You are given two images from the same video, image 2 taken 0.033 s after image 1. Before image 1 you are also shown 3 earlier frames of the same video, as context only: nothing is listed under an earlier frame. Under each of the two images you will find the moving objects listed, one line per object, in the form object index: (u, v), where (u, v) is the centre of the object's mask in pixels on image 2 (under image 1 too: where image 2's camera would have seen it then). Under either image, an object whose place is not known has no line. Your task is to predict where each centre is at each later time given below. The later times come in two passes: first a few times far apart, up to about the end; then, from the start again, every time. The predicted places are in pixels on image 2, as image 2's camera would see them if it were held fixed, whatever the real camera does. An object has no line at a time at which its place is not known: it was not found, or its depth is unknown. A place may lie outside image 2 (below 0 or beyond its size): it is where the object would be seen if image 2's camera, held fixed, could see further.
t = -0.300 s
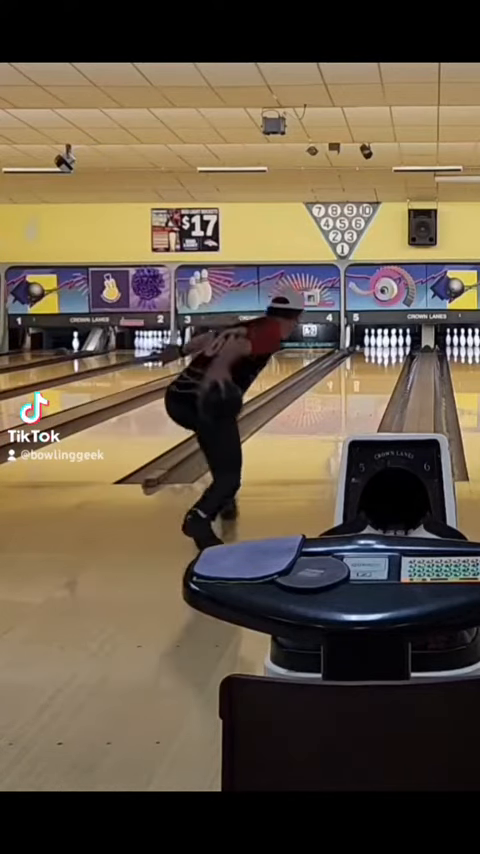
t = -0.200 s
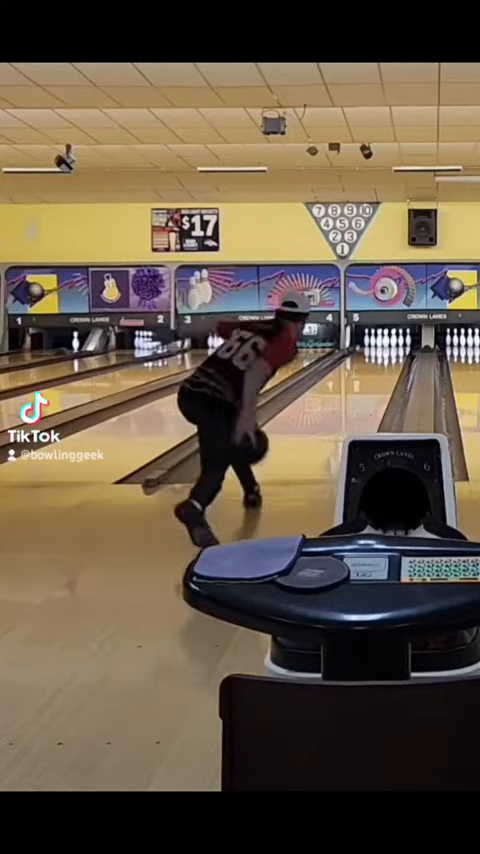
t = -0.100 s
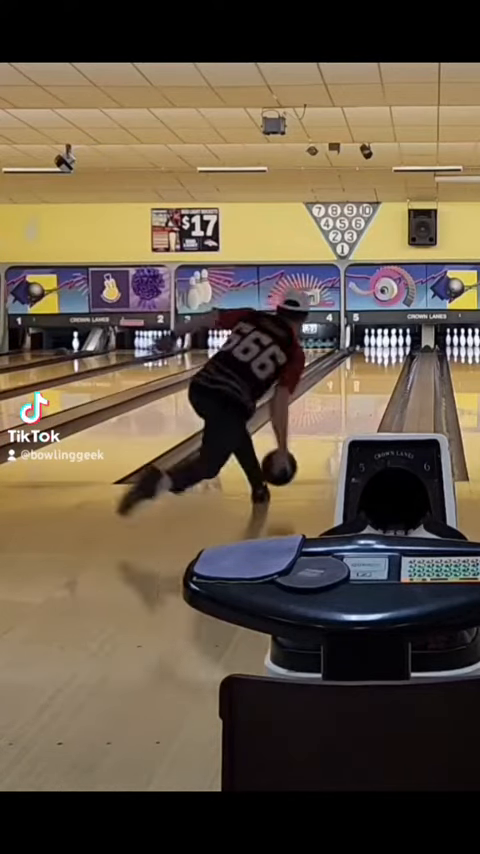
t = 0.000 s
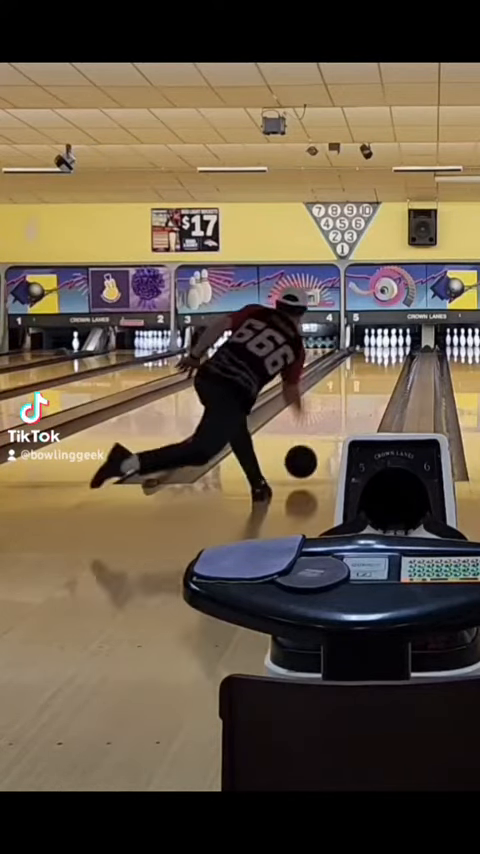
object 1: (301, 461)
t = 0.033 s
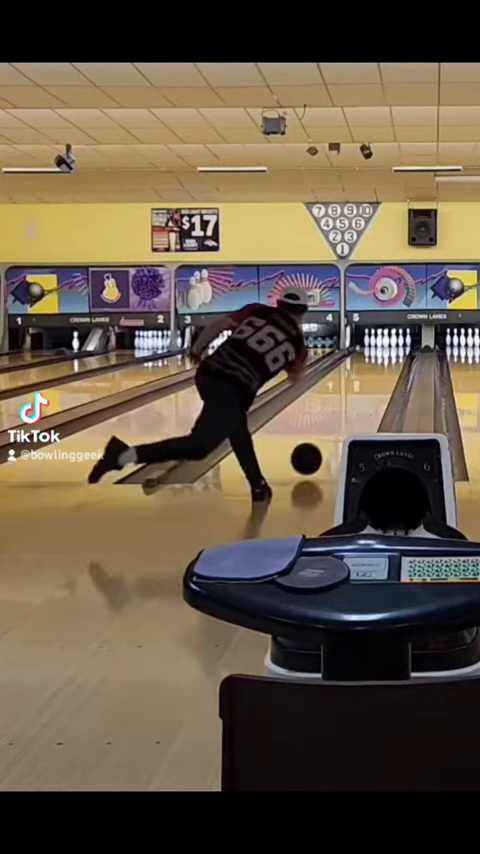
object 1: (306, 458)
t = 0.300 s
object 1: (339, 424)
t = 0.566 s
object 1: (360, 400)
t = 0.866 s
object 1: (376, 382)
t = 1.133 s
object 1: (384, 371)
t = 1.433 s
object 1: (390, 360)
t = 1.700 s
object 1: (393, 353)
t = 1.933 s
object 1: (393, 348)
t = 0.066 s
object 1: (311, 456)
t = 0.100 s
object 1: (316, 451)
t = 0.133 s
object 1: (321, 446)
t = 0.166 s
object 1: (325, 441)
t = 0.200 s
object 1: (329, 437)
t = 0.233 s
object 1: (333, 433)
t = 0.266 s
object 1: (336, 429)
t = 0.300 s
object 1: (339, 424)
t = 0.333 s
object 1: (342, 421)
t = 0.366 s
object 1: (345, 418)
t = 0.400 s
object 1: (348, 414)
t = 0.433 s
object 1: (351, 411)
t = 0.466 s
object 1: (353, 408)
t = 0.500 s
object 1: (356, 406)
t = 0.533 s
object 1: (358, 403)
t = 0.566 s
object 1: (360, 400)
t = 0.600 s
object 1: (362, 398)
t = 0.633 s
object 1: (364, 396)
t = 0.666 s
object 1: (366, 394)
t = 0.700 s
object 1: (368, 392)
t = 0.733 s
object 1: (370, 390)
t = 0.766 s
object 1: (371, 388)
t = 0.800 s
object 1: (373, 386)
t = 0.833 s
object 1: (374, 384)
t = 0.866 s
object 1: (376, 382)
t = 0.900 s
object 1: (377, 381)
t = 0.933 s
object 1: (378, 379)
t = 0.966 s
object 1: (379, 378)
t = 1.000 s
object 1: (380, 376)
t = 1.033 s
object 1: (381, 375)
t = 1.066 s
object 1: (382, 373)
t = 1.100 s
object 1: (383, 372)
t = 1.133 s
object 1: (384, 371)
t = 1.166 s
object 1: (385, 369)
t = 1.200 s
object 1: (386, 368)
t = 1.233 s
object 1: (386, 367)
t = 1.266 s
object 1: (387, 366)
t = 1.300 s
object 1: (388, 365)
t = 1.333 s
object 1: (389, 363)
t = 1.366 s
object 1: (389, 363)
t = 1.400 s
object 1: (390, 361)
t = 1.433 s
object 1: (390, 360)
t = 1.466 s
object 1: (390, 360)
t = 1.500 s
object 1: (391, 359)
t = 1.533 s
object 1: (391, 358)
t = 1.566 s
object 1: (392, 357)
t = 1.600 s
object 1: (392, 356)
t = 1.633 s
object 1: (393, 355)
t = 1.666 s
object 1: (393, 354)
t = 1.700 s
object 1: (393, 353)
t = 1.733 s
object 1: (393, 353)
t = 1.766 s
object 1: (393, 352)
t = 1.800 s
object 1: (394, 351)
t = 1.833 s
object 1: (394, 351)
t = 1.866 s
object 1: (394, 350)
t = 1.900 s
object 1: (393, 349)
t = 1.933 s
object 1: (393, 348)
